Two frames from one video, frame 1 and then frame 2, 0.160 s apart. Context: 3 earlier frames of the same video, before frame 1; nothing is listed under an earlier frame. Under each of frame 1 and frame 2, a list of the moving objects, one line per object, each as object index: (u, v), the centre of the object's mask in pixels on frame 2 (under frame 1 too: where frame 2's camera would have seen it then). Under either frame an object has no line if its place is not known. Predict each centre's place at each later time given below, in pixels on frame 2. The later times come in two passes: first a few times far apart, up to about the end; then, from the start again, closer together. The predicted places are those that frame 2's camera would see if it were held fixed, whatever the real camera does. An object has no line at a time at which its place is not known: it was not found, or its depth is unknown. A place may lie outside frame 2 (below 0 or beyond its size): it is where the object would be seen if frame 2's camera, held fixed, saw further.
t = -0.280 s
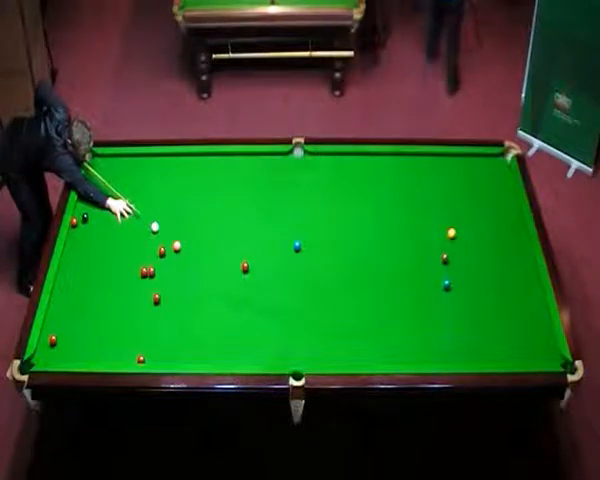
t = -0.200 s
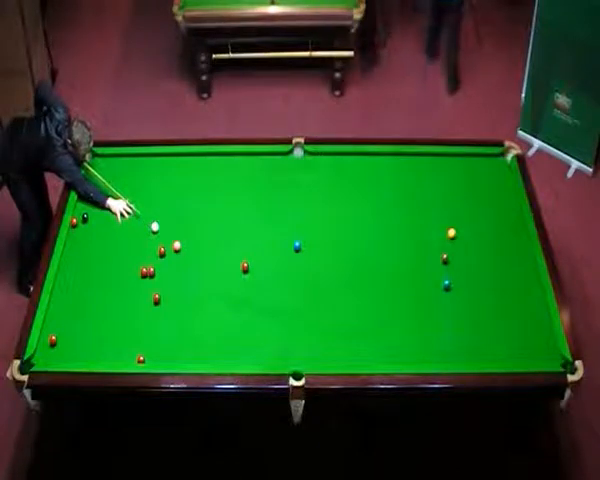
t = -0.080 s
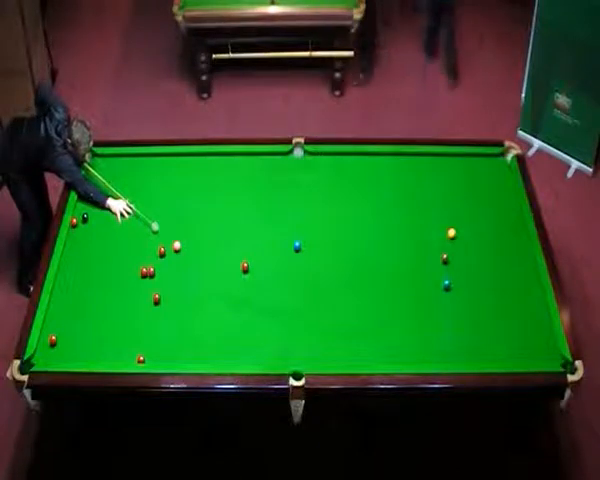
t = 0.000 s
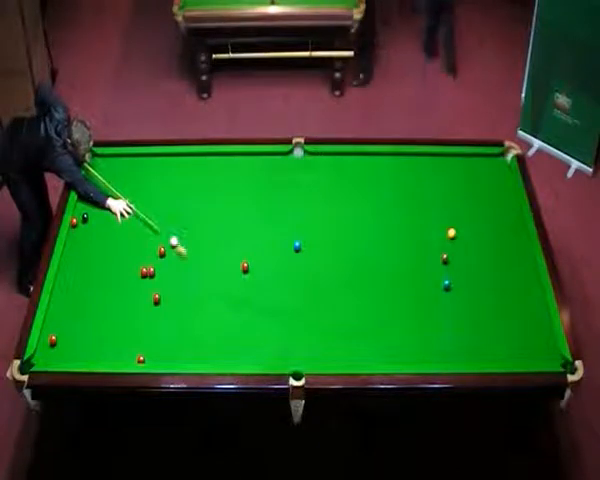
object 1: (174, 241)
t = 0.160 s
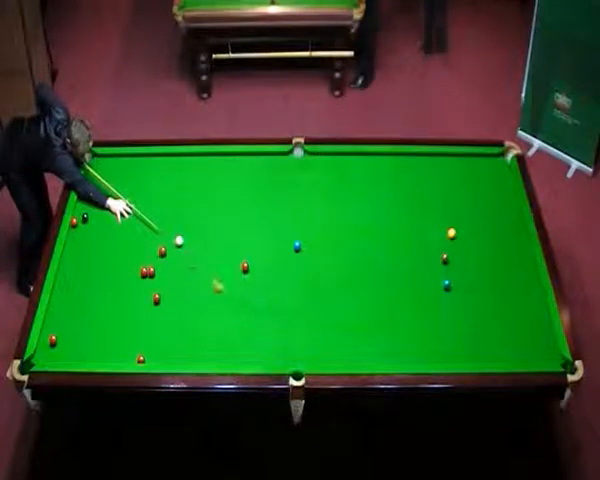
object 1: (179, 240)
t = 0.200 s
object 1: (181, 240)
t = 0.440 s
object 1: (191, 240)
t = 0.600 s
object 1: (198, 240)
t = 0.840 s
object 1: (205, 240)
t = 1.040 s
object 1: (212, 241)
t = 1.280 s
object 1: (218, 241)
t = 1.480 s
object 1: (223, 241)
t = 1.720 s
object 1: (229, 241)
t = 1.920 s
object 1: (232, 241)
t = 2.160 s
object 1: (235, 242)
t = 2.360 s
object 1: (239, 241)
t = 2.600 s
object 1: (241, 242)
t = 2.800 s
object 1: (242, 242)
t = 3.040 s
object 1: (244, 242)
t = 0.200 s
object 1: (181, 240)
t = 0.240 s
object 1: (182, 240)
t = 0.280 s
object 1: (183, 240)
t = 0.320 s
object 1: (185, 240)
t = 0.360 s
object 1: (187, 240)
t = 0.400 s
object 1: (189, 240)
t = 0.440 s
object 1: (191, 240)
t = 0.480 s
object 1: (192, 240)
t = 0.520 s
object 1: (194, 240)
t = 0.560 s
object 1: (196, 240)
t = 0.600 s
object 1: (198, 240)
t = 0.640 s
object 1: (199, 240)
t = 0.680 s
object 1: (200, 241)
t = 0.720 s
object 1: (202, 241)
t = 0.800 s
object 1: (204, 240)
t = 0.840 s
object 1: (205, 240)
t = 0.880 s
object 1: (207, 240)
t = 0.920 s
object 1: (207, 240)
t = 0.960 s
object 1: (209, 240)
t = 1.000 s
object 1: (211, 240)
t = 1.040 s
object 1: (212, 241)
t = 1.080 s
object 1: (213, 241)
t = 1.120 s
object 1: (213, 241)
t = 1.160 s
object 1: (215, 241)
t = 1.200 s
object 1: (216, 241)
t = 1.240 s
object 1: (217, 241)
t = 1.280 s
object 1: (218, 241)
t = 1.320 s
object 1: (219, 241)
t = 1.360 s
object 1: (220, 241)
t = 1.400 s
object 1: (221, 241)
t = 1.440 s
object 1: (222, 241)
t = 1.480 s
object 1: (223, 241)
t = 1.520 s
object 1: (224, 241)
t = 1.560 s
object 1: (225, 241)
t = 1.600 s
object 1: (227, 241)
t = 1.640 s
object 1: (227, 241)
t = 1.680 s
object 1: (228, 241)
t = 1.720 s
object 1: (229, 241)
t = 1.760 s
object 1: (229, 241)
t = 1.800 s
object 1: (230, 241)
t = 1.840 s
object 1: (231, 241)
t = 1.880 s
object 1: (232, 241)
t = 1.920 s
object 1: (232, 241)
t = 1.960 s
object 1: (233, 241)
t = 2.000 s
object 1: (233, 242)
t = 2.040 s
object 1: (234, 241)
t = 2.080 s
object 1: (235, 242)
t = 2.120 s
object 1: (235, 242)
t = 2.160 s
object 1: (235, 242)
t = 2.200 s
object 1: (237, 242)
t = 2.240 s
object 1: (237, 242)
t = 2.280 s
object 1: (237, 242)
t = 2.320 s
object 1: (239, 242)
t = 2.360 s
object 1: (239, 241)
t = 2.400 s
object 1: (239, 241)
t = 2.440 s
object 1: (240, 242)
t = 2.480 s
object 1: (240, 242)
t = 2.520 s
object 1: (240, 242)
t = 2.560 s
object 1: (241, 242)
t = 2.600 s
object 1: (241, 242)
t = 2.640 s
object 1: (242, 242)
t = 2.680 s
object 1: (242, 242)
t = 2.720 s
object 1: (242, 242)
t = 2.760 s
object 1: (242, 242)
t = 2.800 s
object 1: (242, 242)
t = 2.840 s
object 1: (243, 242)
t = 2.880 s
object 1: (243, 242)
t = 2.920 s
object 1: (243, 242)
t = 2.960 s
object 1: (244, 242)
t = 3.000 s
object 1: (244, 242)
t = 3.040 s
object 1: (244, 242)
